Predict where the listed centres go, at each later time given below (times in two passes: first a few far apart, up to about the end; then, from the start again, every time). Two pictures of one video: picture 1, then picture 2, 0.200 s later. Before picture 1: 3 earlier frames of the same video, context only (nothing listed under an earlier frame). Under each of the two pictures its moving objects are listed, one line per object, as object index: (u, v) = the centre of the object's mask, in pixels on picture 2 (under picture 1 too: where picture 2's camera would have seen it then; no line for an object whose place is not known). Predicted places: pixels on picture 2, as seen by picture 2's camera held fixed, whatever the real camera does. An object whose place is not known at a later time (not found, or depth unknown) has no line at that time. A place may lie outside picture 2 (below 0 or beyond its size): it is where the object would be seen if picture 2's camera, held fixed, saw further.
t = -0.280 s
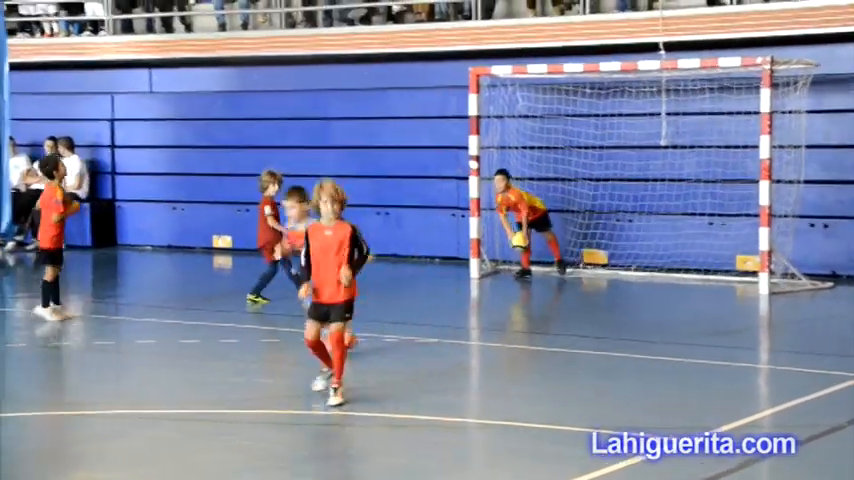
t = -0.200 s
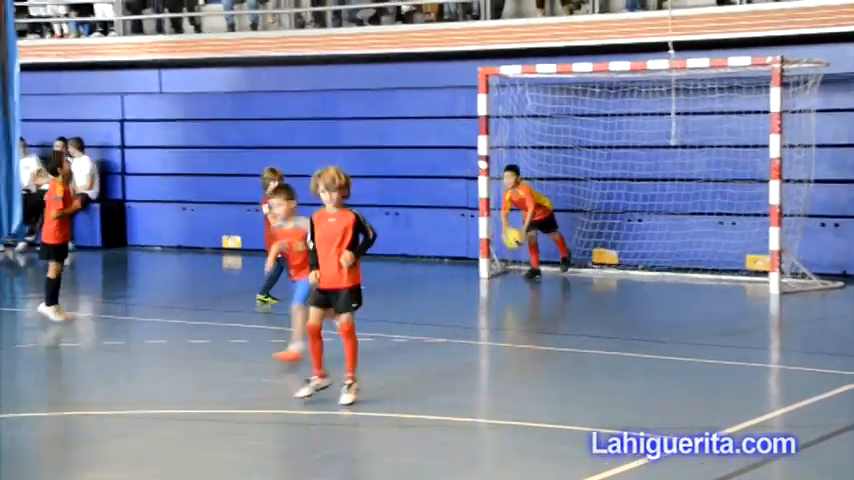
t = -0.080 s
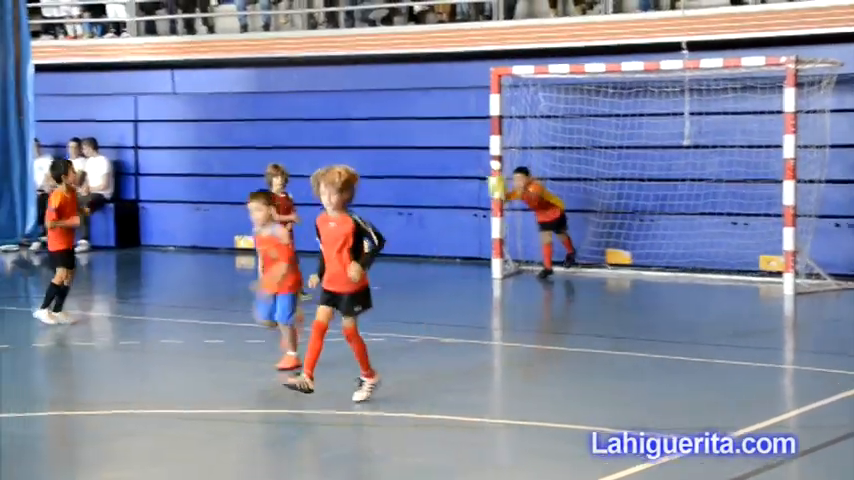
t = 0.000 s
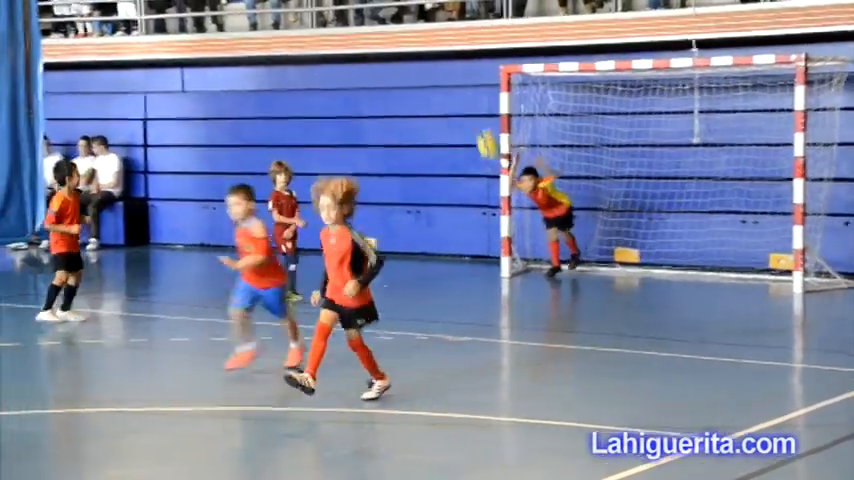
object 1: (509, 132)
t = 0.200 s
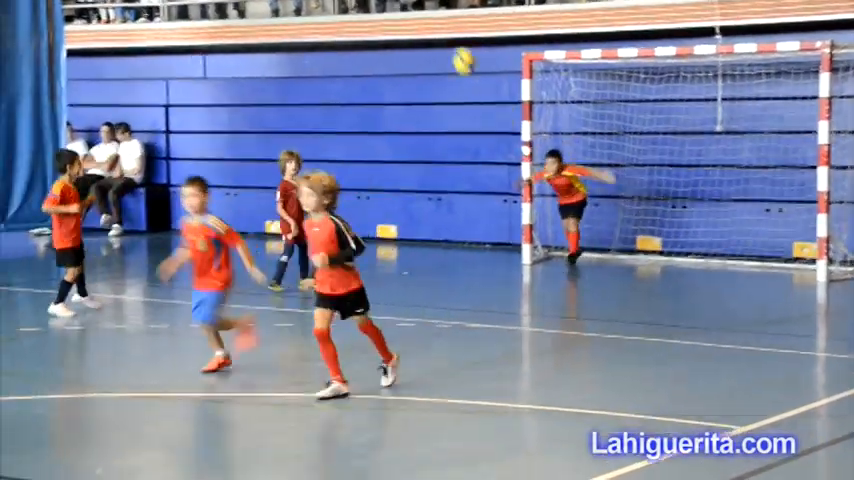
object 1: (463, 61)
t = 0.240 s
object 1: (454, 51)
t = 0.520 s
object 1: (383, 34)
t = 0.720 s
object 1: (328, 79)
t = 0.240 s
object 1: (454, 51)
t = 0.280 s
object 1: (444, 44)
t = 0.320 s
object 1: (435, 38)
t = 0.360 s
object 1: (425, 33)
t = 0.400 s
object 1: (415, 30)
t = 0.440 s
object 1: (405, 30)
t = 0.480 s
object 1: (394, 31)
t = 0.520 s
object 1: (383, 34)
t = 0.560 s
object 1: (373, 38)
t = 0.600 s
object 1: (362, 46)
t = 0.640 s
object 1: (351, 54)
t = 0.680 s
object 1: (340, 66)
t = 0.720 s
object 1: (328, 79)
